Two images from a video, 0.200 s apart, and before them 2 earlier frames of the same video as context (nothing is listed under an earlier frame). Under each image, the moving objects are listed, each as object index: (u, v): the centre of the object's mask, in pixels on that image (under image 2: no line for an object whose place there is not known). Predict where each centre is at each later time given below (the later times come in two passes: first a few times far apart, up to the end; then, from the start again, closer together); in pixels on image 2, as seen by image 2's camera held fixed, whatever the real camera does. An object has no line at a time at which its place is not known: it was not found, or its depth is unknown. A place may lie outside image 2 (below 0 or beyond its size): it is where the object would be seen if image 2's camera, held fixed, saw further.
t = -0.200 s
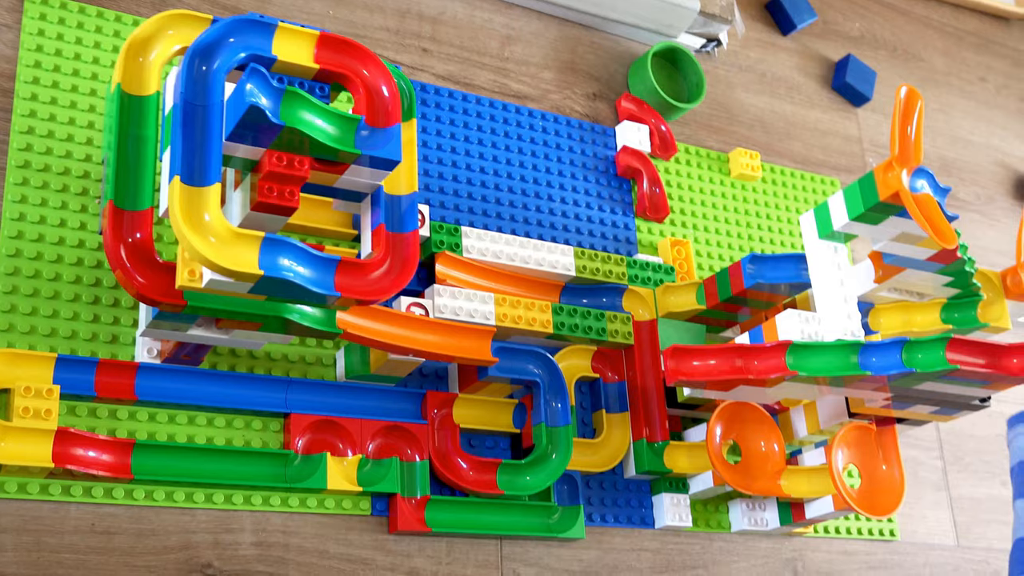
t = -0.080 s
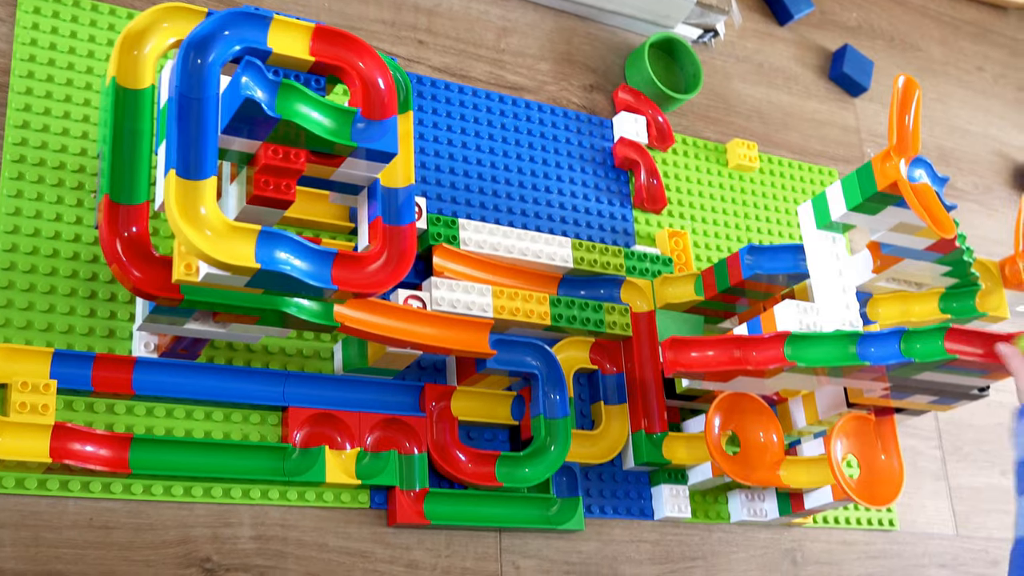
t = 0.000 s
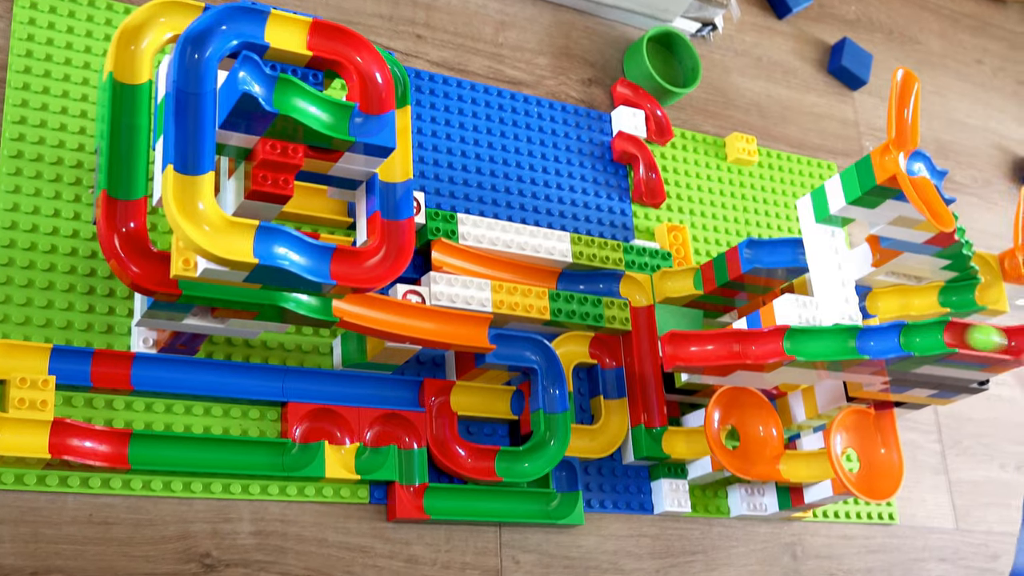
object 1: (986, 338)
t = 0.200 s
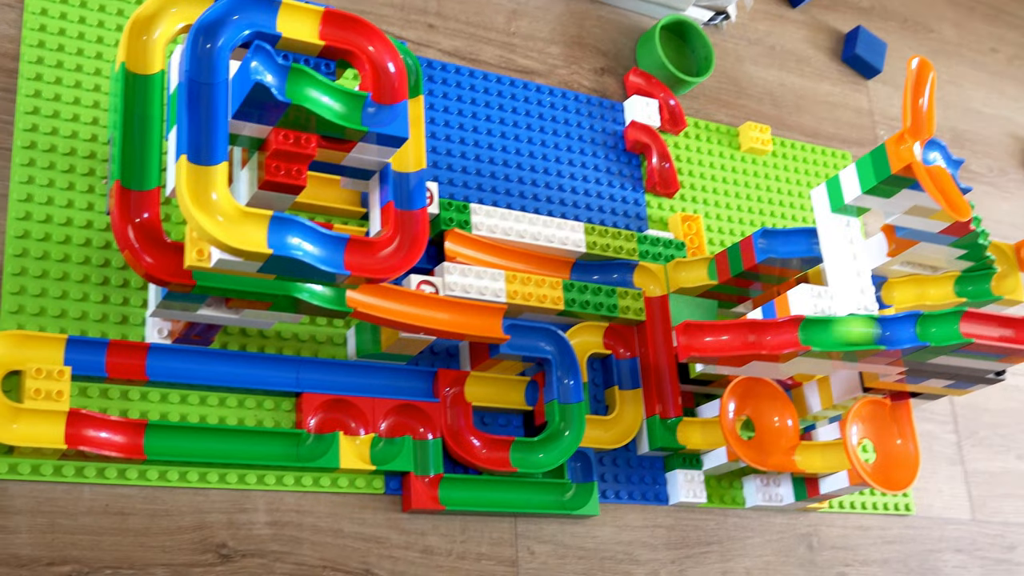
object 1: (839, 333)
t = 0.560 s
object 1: (349, 375)
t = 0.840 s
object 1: (6, 351)
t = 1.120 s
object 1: (77, 428)
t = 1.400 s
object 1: (225, 443)
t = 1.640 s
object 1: (331, 413)
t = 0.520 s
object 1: (409, 368)
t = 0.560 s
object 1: (349, 375)
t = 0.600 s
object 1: (306, 373)
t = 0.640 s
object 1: (259, 370)
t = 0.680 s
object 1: (211, 366)
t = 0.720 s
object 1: (160, 361)
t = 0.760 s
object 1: (108, 357)
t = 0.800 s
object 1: (60, 351)
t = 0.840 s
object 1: (6, 351)
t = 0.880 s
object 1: (-21, 375)
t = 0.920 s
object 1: (-16, 403)
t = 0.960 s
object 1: (7, 421)
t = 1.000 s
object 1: (31, 425)
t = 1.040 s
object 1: (51, 426)
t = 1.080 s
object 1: (65, 427)
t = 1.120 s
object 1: (77, 428)
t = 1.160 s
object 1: (88, 429)
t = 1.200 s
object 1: (103, 432)
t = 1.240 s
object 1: (122, 435)
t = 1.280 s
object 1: (149, 438)
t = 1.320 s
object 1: (175, 439)
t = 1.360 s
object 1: (200, 441)
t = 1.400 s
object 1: (225, 443)
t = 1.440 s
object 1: (250, 444)
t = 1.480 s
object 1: (274, 446)
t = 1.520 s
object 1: (297, 447)
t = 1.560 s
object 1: (316, 441)
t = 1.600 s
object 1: (323, 423)
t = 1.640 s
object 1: (331, 413)
